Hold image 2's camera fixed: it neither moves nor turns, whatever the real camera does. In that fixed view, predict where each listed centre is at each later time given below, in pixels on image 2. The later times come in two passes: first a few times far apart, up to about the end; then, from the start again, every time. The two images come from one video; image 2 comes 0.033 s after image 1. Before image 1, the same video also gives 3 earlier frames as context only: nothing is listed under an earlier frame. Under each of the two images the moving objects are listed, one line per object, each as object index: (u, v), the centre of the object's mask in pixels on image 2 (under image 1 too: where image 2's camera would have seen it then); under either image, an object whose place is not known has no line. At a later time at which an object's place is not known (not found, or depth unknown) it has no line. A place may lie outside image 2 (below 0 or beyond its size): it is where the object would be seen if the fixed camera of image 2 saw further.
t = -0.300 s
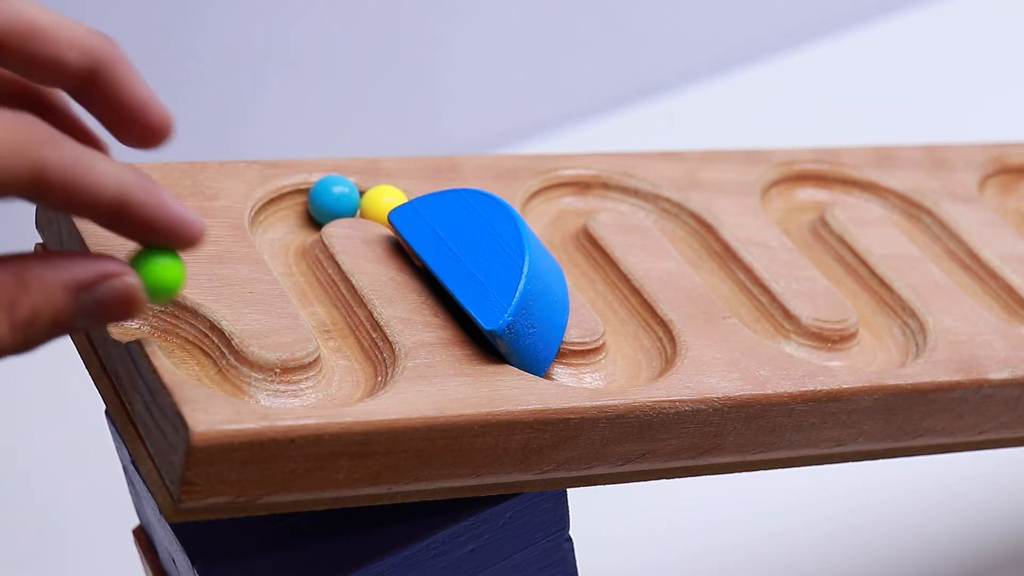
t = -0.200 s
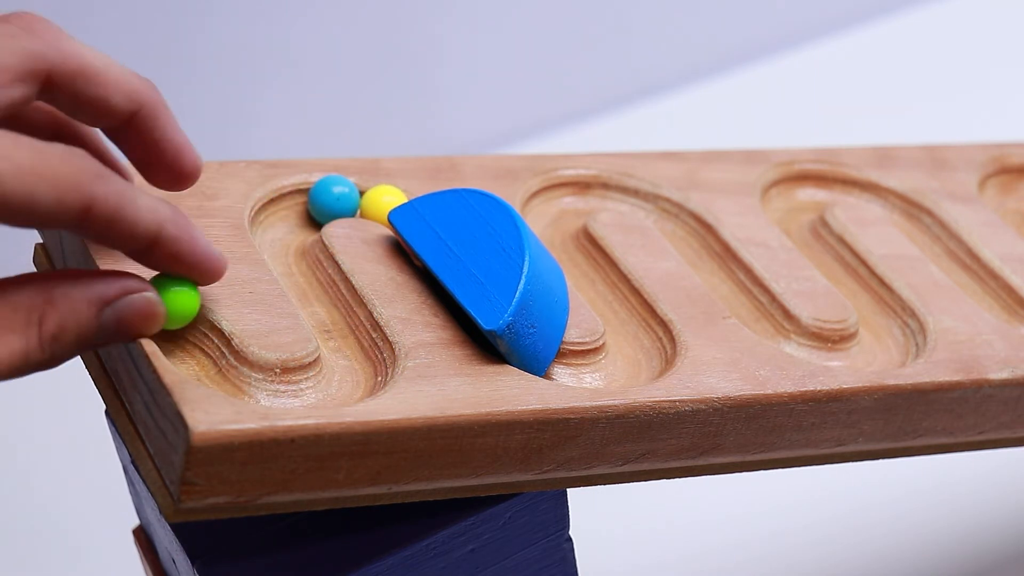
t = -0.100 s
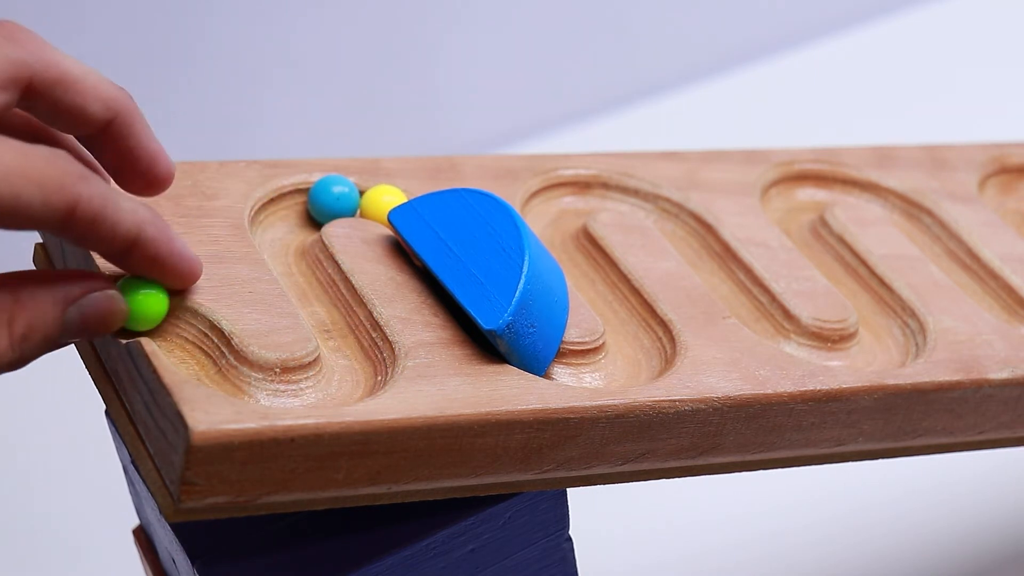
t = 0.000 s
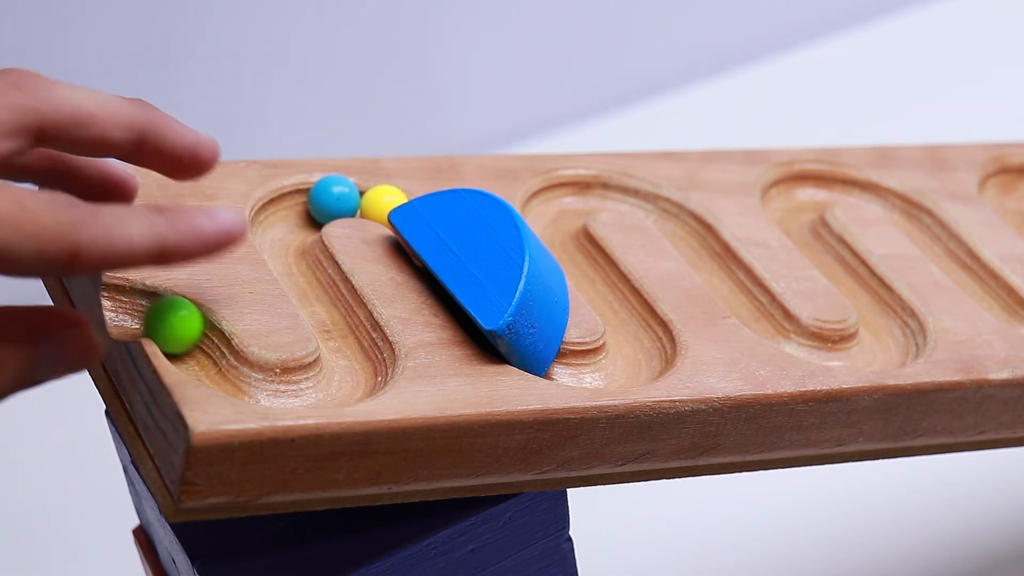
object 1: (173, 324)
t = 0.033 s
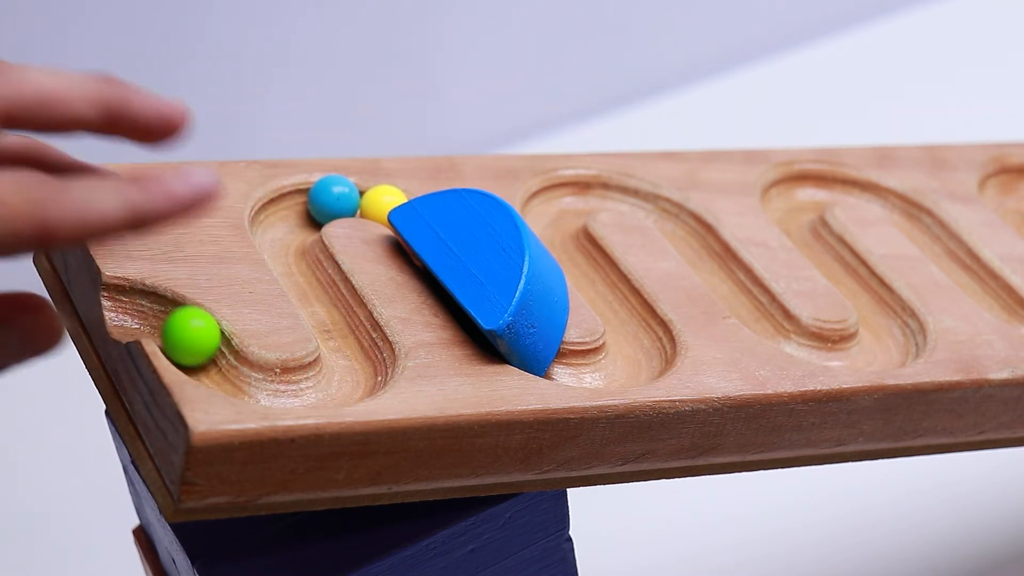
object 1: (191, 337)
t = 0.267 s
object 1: (367, 354)
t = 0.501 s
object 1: (296, 211)
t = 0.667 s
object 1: (300, 214)
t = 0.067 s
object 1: (203, 351)
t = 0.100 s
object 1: (216, 364)
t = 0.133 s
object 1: (238, 376)
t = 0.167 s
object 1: (270, 384)
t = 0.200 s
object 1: (310, 386)
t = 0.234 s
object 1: (350, 378)
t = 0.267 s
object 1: (367, 354)
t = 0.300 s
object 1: (353, 327)
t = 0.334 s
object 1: (329, 303)
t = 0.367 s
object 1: (314, 278)
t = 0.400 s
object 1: (295, 253)
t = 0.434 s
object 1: (284, 226)
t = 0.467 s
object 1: (293, 204)
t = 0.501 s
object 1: (296, 211)
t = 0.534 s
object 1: (298, 215)
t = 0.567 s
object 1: (294, 213)
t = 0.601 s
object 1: (295, 212)
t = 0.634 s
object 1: (299, 213)
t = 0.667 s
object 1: (300, 214)
